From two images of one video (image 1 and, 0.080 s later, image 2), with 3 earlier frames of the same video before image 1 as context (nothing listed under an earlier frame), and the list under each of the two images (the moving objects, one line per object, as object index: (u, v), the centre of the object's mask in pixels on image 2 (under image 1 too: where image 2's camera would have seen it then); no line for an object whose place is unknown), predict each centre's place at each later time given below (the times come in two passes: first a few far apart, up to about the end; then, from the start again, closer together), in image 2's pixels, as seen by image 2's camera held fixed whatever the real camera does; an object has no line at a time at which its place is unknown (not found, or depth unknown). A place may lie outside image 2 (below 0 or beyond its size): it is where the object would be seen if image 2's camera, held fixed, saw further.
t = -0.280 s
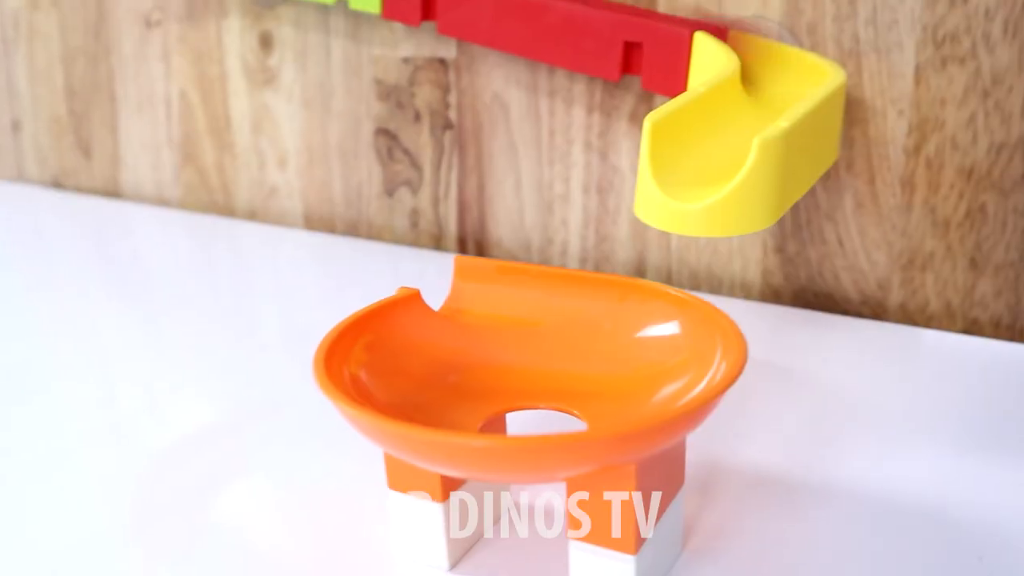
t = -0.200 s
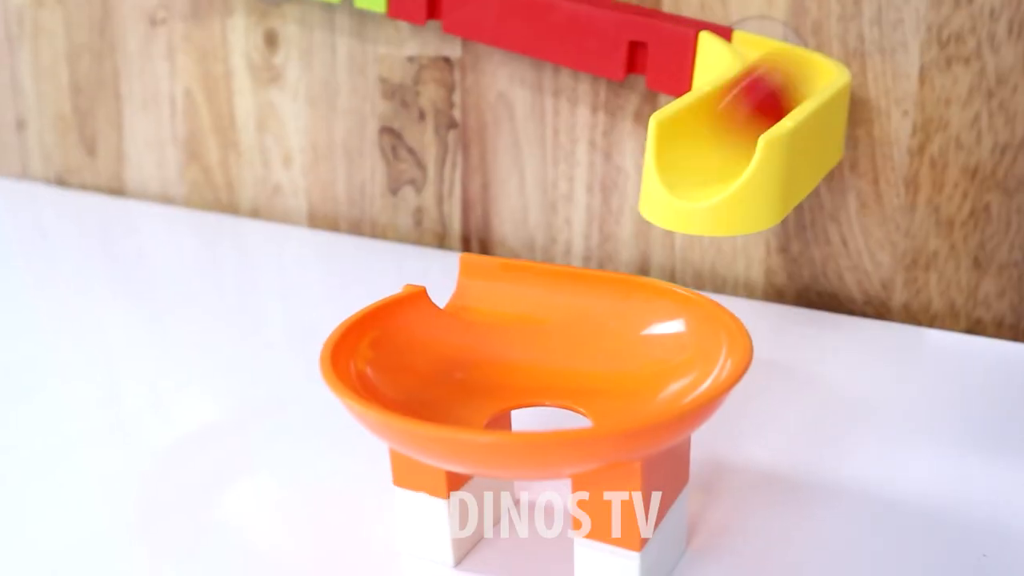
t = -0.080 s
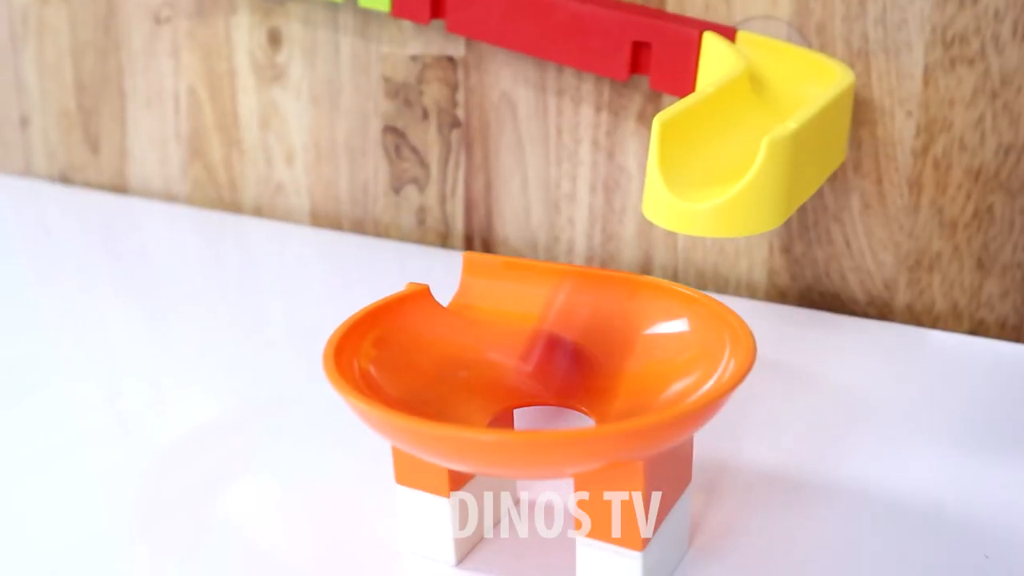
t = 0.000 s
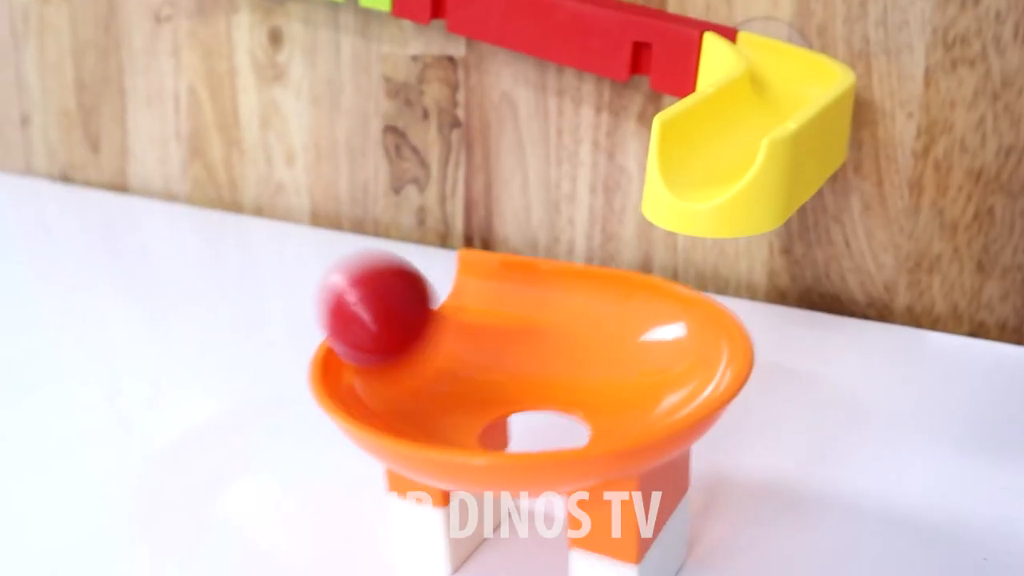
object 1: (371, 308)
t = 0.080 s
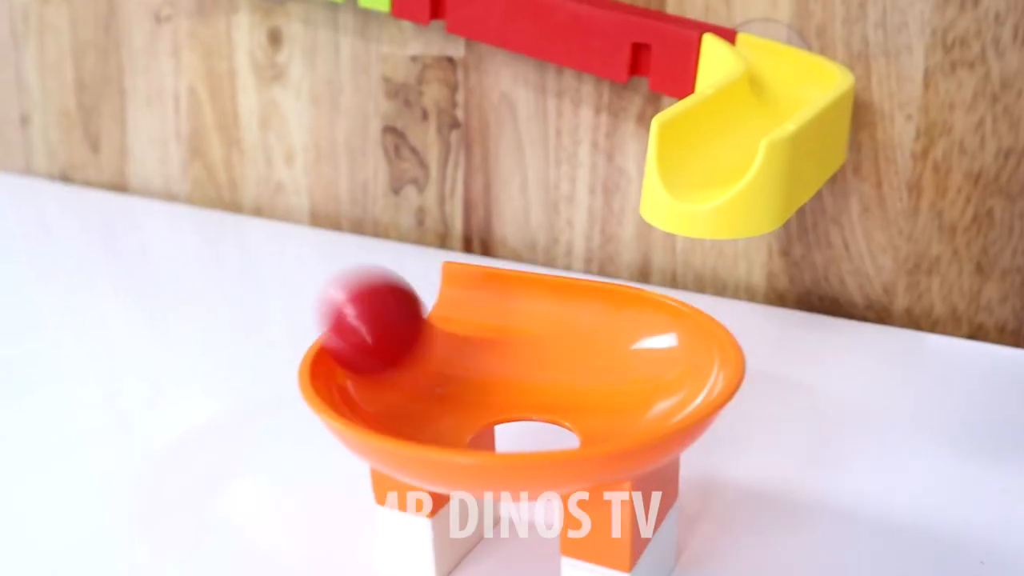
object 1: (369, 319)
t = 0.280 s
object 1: (624, 393)
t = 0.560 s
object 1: (521, 314)
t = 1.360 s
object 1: (458, 352)
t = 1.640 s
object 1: (457, 413)
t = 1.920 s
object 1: (592, 379)
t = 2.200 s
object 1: (453, 379)
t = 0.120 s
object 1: (413, 352)
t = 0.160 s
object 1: (482, 365)
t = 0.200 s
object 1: (556, 382)
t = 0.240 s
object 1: (605, 393)
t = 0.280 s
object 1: (624, 393)
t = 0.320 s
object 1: (594, 400)
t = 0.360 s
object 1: (542, 414)
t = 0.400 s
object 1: (495, 416)
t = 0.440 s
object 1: (473, 405)
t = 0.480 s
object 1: (472, 378)
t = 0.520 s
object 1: (488, 344)
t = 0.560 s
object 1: (521, 314)
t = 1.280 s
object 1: (481, 405)
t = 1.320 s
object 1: (462, 380)
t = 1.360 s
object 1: (458, 352)
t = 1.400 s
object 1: (474, 324)
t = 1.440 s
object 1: (500, 316)
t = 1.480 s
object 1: (528, 334)
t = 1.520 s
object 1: (545, 363)
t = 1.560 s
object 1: (549, 391)
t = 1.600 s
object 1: (507, 411)
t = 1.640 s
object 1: (457, 413)
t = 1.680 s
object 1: (419, 406)
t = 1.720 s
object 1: (397, 397)
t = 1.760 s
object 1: (399, 395)
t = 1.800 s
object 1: (425, 397)
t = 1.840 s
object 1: (472, 387)
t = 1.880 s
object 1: (537, 379)
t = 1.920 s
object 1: (592, 379)
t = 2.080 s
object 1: (585, 403)
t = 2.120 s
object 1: (532, 407)
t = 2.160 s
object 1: (475, 402)
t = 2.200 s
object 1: (453, 379)
